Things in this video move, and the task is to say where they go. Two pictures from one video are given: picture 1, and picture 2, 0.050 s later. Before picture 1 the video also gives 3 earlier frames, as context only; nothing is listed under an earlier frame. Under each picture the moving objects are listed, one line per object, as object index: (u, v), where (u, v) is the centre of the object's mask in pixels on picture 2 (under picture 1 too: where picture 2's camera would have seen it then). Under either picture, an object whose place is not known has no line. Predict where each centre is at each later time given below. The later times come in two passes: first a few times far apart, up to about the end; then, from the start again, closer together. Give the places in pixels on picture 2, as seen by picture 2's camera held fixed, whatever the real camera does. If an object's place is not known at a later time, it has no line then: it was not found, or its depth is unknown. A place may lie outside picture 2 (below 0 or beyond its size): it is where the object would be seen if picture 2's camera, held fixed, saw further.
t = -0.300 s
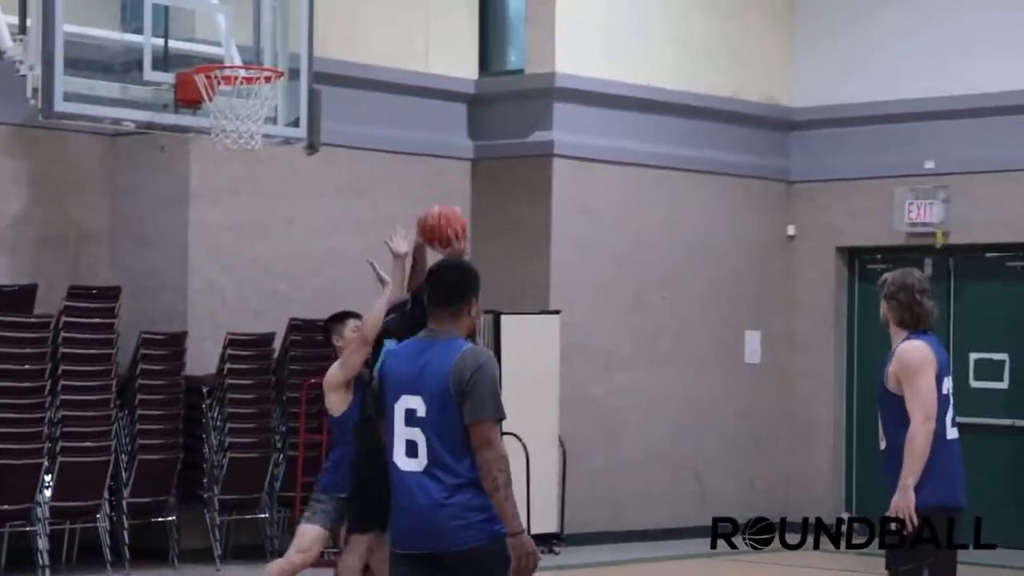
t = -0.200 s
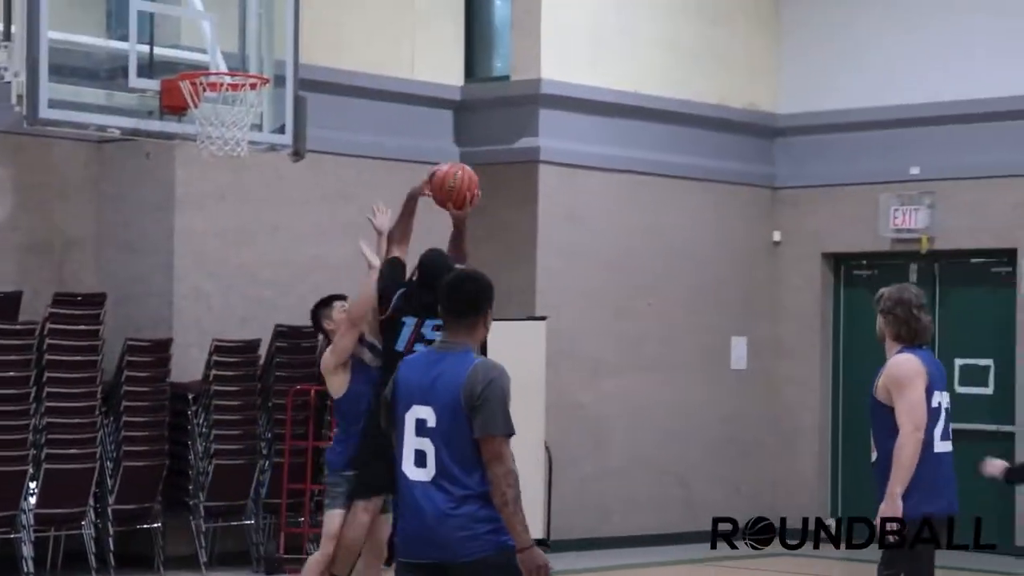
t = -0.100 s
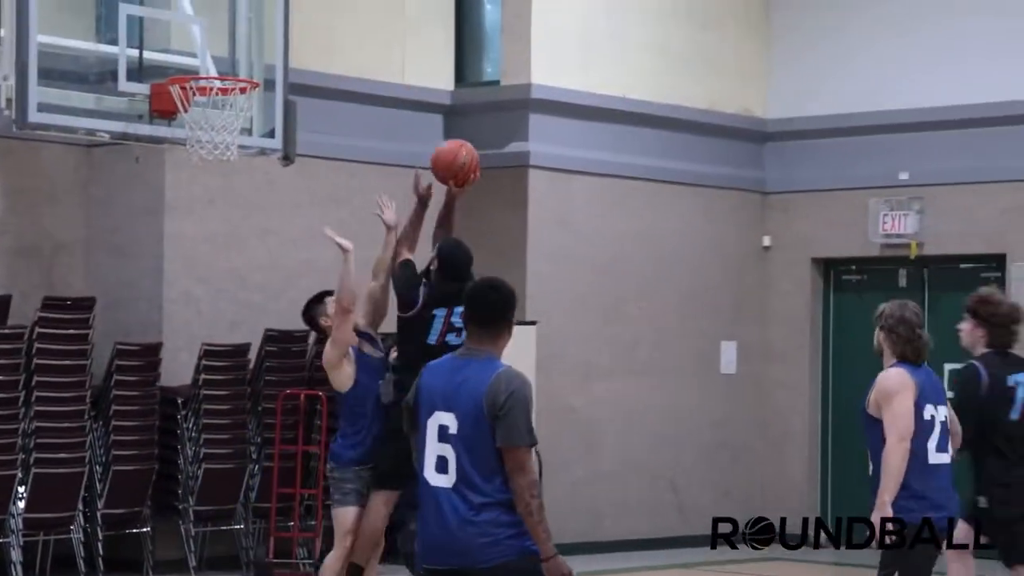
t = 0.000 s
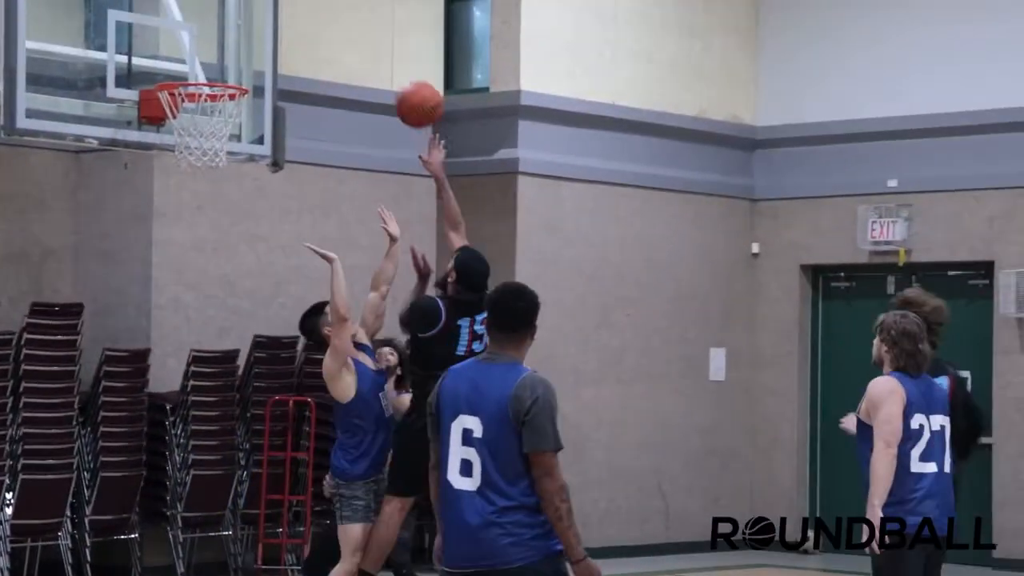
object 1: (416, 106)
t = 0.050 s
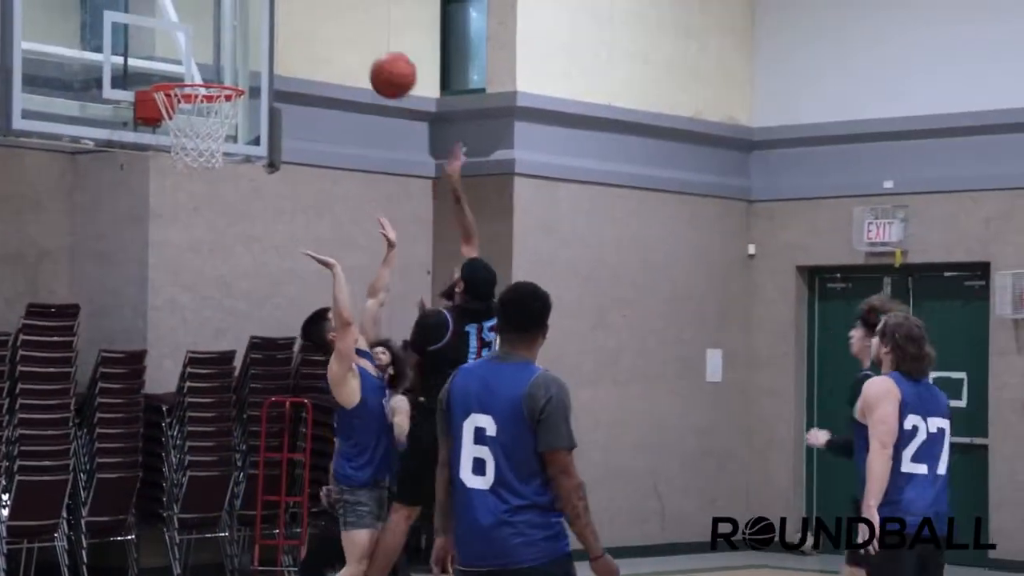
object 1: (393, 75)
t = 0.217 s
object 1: (320, 16)
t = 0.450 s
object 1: (220, 14)
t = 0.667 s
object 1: (144, 52)
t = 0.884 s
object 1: (178, 30)
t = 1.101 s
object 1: (203, 57)
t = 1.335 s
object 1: (210, 98)
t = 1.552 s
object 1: (204, 189)
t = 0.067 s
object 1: (386, 67)
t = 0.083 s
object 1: (379, 58)
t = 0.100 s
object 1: (371, 50)
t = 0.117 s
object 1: (364, 43)
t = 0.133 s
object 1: (357, 36)
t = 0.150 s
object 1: (349, 29)
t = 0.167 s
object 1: (341, 24)
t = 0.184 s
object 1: (334, 20)
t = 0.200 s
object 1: (327, 18)
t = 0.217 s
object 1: (320, 16)
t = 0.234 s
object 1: (312, 14)
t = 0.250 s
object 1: (305, 13)
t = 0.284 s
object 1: (291, 11)
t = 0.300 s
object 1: (284, 11)
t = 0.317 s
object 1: (277, 10)
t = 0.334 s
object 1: (270, 10)
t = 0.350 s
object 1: (263, 9)
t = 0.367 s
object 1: (256, 10)
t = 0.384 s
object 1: (248, 10)
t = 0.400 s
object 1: (241, 11)
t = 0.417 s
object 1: (234, 11)
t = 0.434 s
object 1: (227, 12)
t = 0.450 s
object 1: (220, 14)
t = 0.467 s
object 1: (213, 16)
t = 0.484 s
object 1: (206, 18)
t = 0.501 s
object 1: (199, 21)
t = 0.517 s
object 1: (192, 25)
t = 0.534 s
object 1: (185, 31)
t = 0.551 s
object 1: (178, 38)
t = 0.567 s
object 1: (171, 44)
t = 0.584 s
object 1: (165, 52)
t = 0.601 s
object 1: (157, 60)
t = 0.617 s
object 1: (151, 65)
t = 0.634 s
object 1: (148, 62)
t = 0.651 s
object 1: (145, 57)
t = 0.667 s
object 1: (144, 52)
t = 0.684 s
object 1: (146, 48)
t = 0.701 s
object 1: (148, 44)
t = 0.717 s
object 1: (151, 40)
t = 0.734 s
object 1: (154, 37)
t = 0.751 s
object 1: (157, 34)
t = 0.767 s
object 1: (161, 32)
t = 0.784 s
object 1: (163, 30)
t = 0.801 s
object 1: (166, 30)
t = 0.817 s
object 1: (168, 29)
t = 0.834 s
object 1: (171, 28)
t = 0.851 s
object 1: (173, 28)
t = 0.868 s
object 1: (175, 29)
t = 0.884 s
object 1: (178, 30)
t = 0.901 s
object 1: (180, 32)
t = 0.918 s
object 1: (184, 35)
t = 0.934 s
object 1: (186, 38)
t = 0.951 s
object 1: (189, 41)
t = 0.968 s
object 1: (191, 45)
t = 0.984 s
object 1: (194, 50)
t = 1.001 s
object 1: (196, 55)
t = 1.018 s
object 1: (199, 60)
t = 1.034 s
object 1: (201, 63)
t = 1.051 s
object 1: (201, 61)
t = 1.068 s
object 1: (202, 59)
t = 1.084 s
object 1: (203, 58)
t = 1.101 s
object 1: (203, 57)
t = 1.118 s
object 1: (203, 56)
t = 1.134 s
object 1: (204, 56)
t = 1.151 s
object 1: (204, 57)
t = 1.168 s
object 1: (205, 58)
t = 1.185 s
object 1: (206, 60)
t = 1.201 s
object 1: (206, 62)
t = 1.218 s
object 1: (207, 64)
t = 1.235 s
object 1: (207, 66)
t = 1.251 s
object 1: (208, 68)
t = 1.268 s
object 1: (209, 70)
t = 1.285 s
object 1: (209, 77)
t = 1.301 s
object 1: (211, 86)
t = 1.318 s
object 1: (210, 92)
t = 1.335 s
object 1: (210, 98)
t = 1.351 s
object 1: (211, 105)
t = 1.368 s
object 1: (212, 110)
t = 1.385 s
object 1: (212, 116)
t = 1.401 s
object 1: (212, 126)
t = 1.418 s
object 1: (211, 133)
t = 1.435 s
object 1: (211, 139)
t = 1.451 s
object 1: (211, 146)
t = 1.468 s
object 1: (210, 152)
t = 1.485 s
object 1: (208, 159)
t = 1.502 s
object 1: (207, 171)
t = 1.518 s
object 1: (206, 175)
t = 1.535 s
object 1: (205, 181)
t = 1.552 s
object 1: (204, 189)
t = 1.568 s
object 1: (203, 197)
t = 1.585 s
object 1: (202, 207)
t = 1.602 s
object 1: (201, 218)
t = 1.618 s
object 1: (200, 228)
